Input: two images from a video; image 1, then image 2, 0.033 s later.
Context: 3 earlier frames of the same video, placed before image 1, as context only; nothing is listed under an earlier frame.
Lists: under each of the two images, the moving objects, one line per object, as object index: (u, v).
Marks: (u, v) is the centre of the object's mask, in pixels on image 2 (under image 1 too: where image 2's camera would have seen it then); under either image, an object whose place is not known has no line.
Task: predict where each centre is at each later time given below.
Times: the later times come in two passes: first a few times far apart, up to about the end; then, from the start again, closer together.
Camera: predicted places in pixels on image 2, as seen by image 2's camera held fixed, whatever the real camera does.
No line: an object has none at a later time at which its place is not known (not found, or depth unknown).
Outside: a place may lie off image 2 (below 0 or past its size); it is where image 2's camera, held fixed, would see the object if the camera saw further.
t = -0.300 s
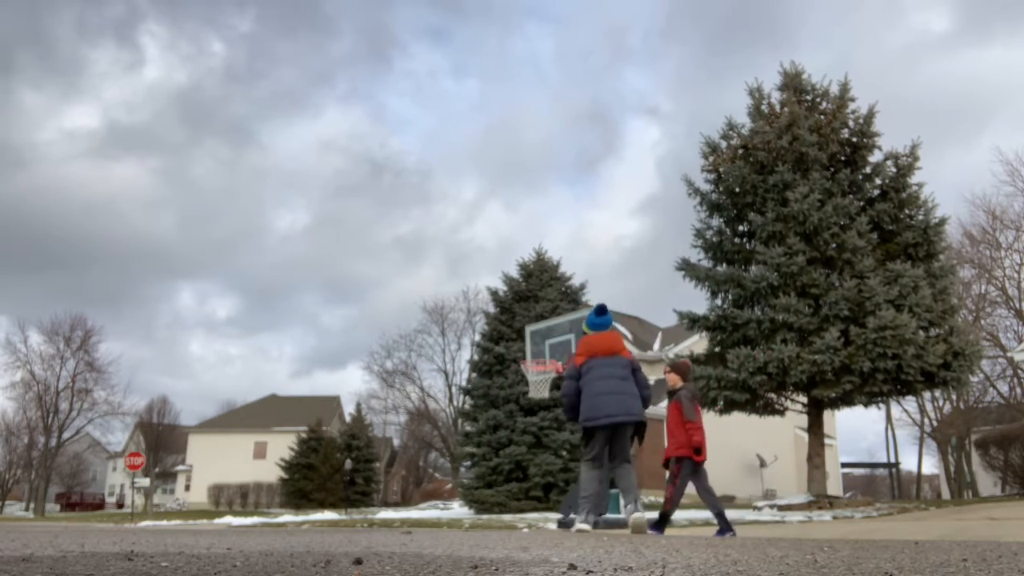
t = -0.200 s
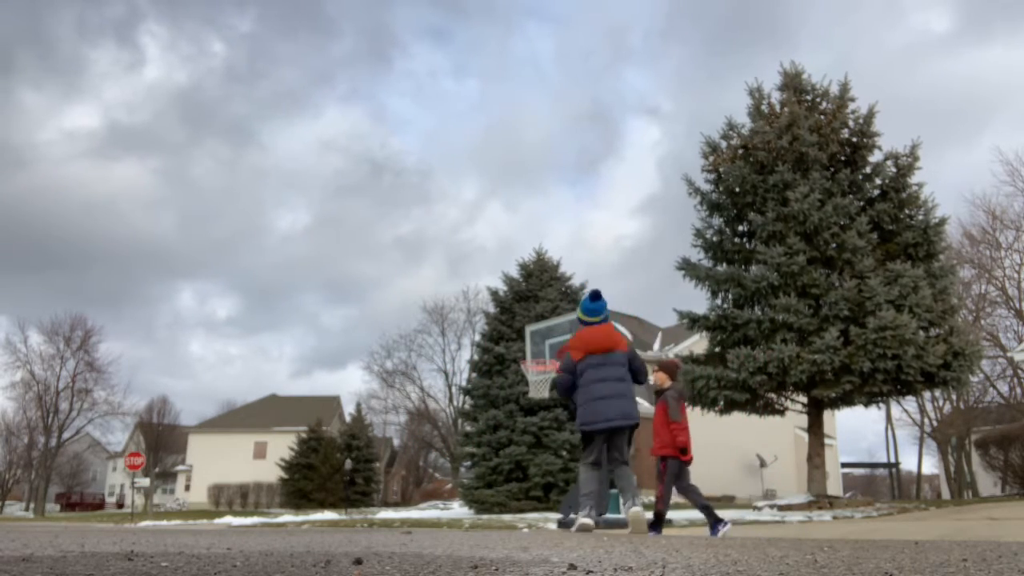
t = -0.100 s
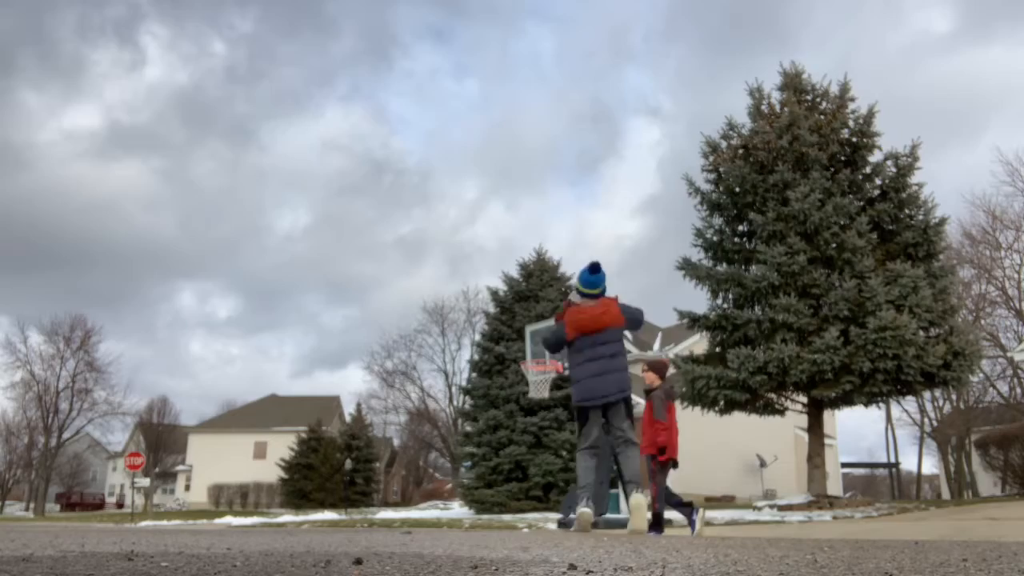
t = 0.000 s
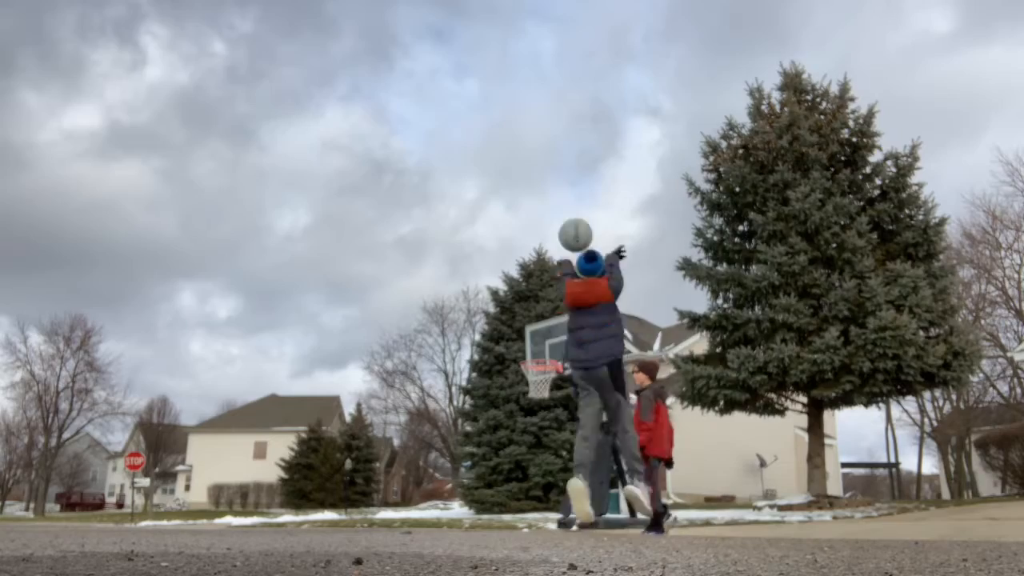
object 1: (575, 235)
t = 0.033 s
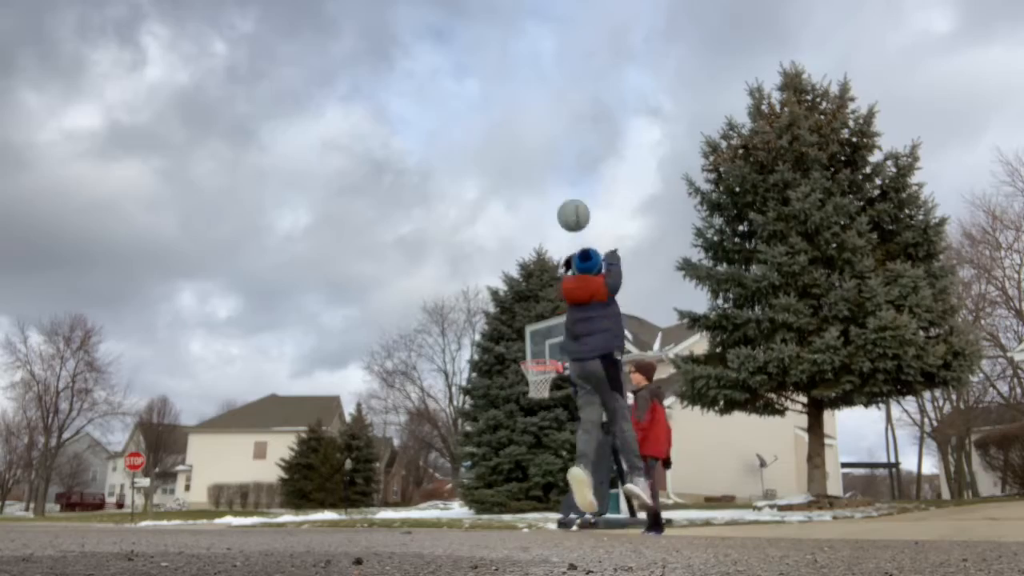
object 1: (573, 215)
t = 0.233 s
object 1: (564, 148)
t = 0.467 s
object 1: (560, 141)
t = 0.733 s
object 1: (558, 187)
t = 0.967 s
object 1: (559, 261)
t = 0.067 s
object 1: (571, 199)
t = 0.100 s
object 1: (570, 185)
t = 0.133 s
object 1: (568, 172)
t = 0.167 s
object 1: (567, 162)
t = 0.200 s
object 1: (566, 155)
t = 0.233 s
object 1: (564, 148)
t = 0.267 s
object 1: (563, 143)
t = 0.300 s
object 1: (563, 140)
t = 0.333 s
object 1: (562, 138)
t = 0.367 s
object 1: (561, 137)
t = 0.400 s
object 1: (561, 138)
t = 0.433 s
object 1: (561, 139)
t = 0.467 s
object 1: (560, 141)
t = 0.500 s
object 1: (560, 144)
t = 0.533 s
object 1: (559, 148)
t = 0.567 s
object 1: (559, 152)
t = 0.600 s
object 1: (559, 158)
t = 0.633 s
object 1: (559, 164)
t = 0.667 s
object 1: (559, 171)
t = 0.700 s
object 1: (559, 178)
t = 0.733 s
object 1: (558, 187)
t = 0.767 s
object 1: (559, 195)
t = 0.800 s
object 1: (559, 205)
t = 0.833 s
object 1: (559, 215)
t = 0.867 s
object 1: (560, 226)
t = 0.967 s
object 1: (559, 261)
